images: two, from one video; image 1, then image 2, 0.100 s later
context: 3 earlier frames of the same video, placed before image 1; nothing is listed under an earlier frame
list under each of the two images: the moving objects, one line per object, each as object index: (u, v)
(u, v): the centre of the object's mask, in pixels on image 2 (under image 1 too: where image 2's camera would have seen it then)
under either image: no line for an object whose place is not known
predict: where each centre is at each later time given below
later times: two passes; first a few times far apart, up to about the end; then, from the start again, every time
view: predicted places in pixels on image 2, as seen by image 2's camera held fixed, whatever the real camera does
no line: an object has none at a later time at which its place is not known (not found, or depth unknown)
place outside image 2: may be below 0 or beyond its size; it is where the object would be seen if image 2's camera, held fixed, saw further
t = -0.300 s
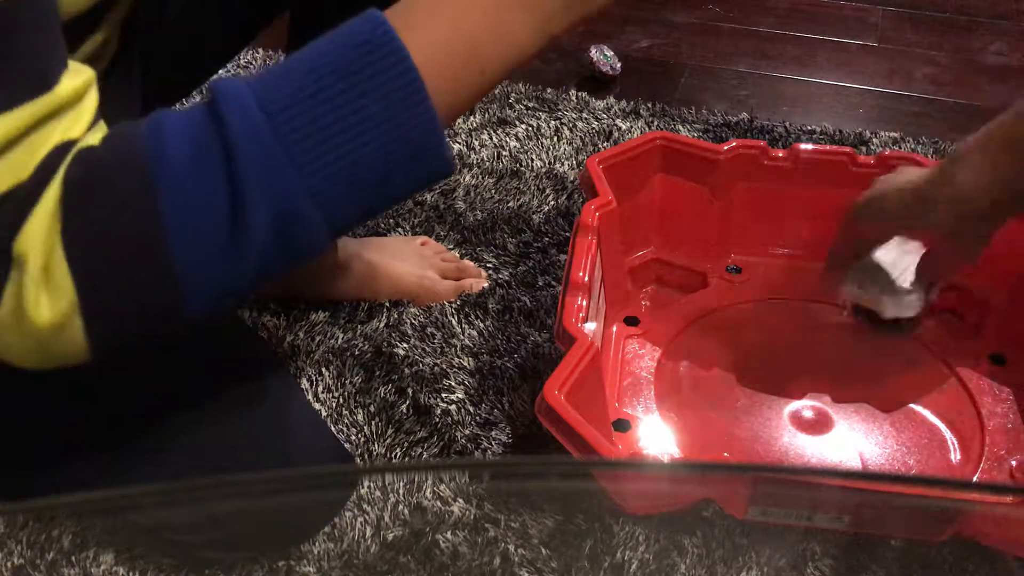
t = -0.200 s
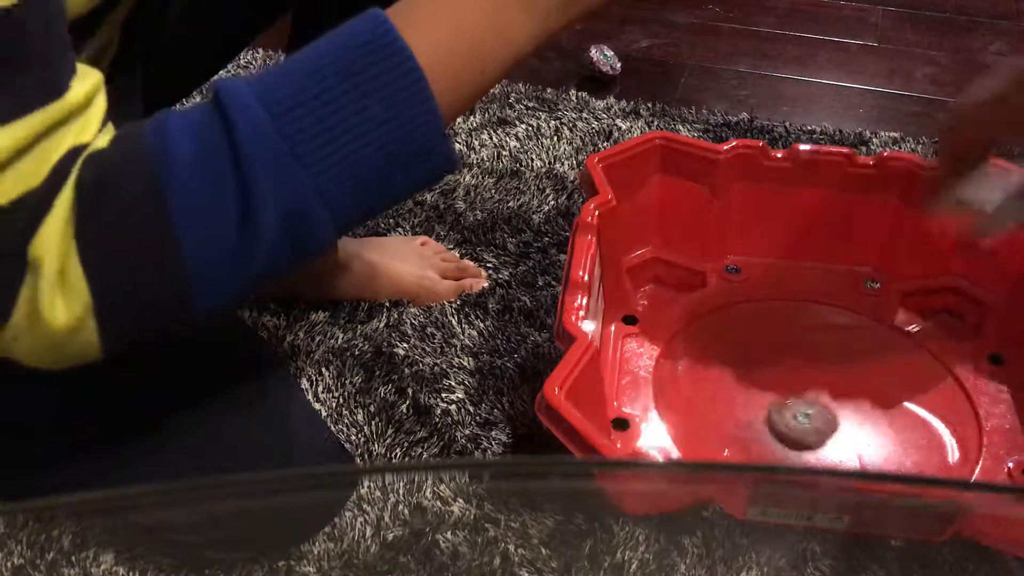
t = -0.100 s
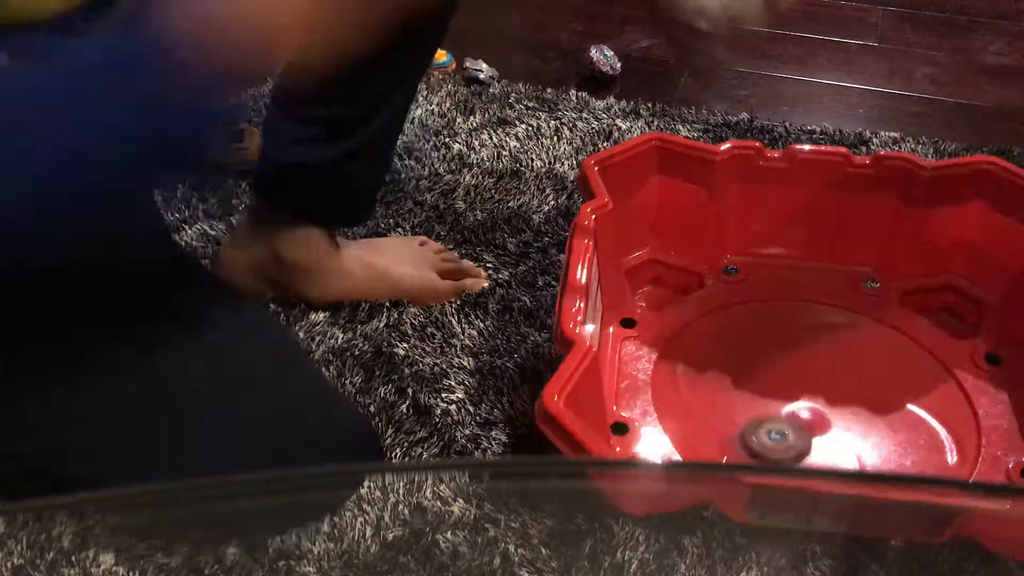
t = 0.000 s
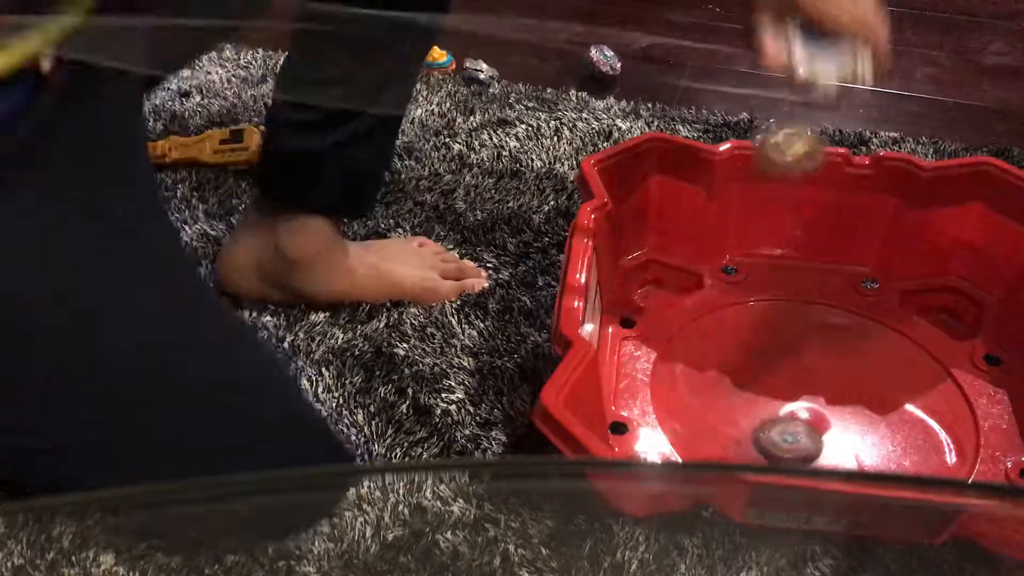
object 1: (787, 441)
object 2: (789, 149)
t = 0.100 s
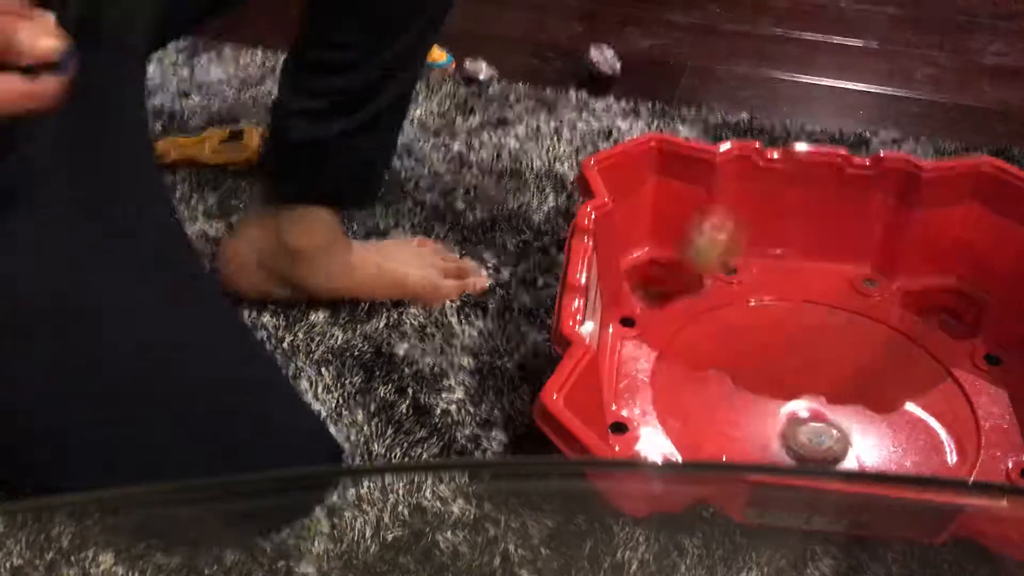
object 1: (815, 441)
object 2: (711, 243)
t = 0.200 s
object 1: (837, 436)
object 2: (653, 277)
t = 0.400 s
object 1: (823, 397)
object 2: (655, 280)
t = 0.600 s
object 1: (782, 371)
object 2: (656, 281)
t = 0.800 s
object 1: (745, 368)
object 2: (651, 272)
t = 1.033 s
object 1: (731, 416)
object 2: (663, 281)
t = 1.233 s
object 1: (833, 437)
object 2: (663, 281)
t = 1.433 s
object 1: (880, 356)
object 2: (664, 281)
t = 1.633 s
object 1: (783, 295)
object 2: (663, 281)
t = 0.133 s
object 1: (823, 442)
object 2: (667, 282)
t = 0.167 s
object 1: (832, 438)
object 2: (661, 281)
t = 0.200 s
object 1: (837, 436)
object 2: (653, 277)
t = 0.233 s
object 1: (842, 429)
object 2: (653, 277)
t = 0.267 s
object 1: (842, 426)
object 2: (653, 283)
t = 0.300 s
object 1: (841, 419)
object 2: (653, 282)
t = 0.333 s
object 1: (837, 413)
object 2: (653, 282)
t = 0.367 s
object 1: (830, 405)
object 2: (655, 282)
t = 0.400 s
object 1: (823, 397)
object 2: (655, 280)
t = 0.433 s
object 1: (811, 390)
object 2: (656, 273)
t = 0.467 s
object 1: (804, 386)
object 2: (658, 272)
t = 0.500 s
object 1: (798, 382)
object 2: (658, 278)
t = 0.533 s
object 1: (792, 379)
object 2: (657, 280)
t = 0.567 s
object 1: (788, 375)
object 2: (656, 279)
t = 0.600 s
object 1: (782, 371)
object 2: (656, 281)
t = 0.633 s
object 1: (776, 369)
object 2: (656, 281)
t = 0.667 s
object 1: (771, 367)
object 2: (656, 282)
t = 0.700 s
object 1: (765, 367)
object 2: (656, 273)
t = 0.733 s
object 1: (758, 367)
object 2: (654, 260)
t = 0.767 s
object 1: (752, 366)
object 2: (652, 266)
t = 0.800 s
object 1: (745, 368)
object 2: (651, 272)
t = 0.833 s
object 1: (737, 371)
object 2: (656, 281)
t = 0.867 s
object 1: (730, 375)
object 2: (657, 279)
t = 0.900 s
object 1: (724, 381)
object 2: (658, 278)
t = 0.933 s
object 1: (721, 389)
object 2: (658, 283)
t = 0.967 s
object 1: (721, 399)
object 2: (657, 285)
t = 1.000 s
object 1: (724, 408)
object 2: (663, 282)
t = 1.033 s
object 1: (731, 416)
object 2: (663, 281)
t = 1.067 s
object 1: (741, 424)
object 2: (665, 280)
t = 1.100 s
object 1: (753, 431)
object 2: (666, 281)
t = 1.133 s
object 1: (770, 437)
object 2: (666, 280)
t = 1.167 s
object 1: (791, 440)
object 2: (664, 281)
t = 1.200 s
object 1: (811, 439)
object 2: (664, 281)
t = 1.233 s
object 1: (833, 437)
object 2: (663, 281)
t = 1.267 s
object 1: (853, 428)
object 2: (663, 281)
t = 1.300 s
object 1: (867, 418)
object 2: (663, 281)
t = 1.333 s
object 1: (877, 404)
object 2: (663, 281)
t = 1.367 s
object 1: (882, 388)
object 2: (664, 281)
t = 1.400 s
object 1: (882, 374)
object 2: (664, 281)
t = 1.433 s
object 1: (880, 356)
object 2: (664, 281)
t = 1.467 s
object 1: (871, 341)
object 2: (663, 281)
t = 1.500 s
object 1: (861, 328)
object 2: (664, 281)
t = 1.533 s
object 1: (848, 314)
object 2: (664, 281)
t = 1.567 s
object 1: (822, 305)
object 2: (664, 281)
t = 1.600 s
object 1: (801, 298)
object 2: (664, 281)
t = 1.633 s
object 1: (783, 295)
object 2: (663, 281)
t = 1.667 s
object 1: (760, 296)
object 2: (663, 281)
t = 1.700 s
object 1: (739, 300)
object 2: (663, 281)
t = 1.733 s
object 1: (719, 306)
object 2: (663, 281)
